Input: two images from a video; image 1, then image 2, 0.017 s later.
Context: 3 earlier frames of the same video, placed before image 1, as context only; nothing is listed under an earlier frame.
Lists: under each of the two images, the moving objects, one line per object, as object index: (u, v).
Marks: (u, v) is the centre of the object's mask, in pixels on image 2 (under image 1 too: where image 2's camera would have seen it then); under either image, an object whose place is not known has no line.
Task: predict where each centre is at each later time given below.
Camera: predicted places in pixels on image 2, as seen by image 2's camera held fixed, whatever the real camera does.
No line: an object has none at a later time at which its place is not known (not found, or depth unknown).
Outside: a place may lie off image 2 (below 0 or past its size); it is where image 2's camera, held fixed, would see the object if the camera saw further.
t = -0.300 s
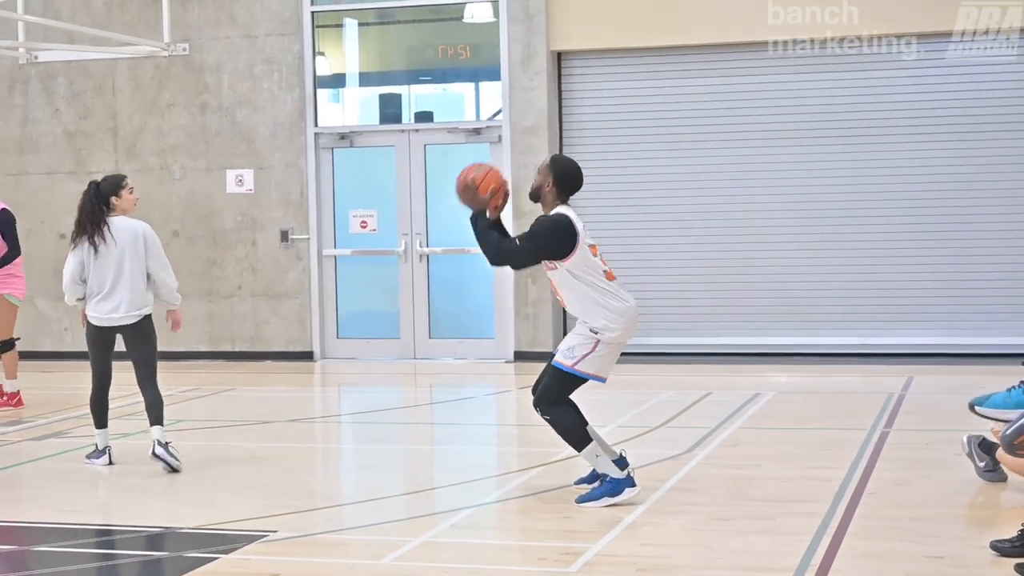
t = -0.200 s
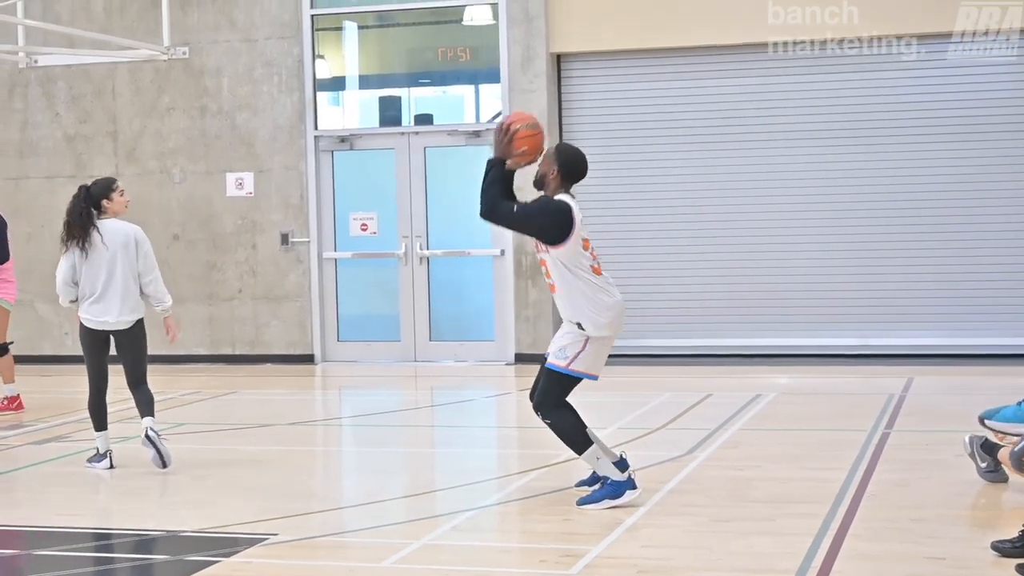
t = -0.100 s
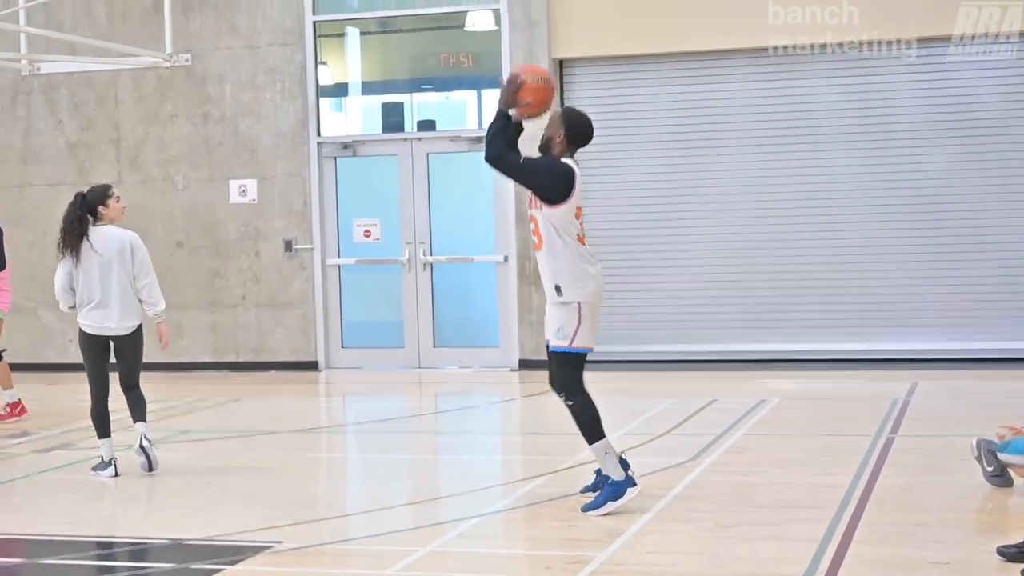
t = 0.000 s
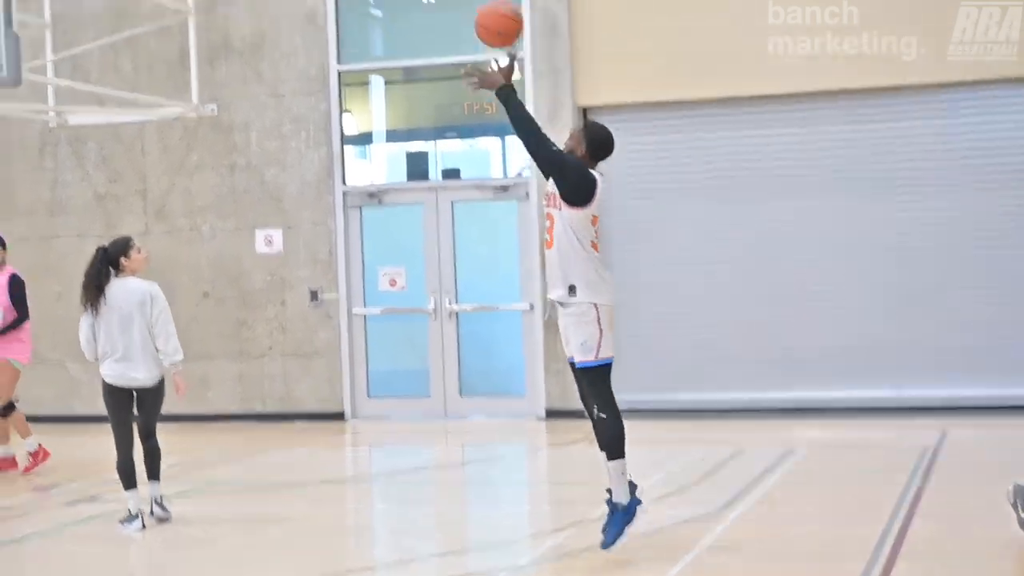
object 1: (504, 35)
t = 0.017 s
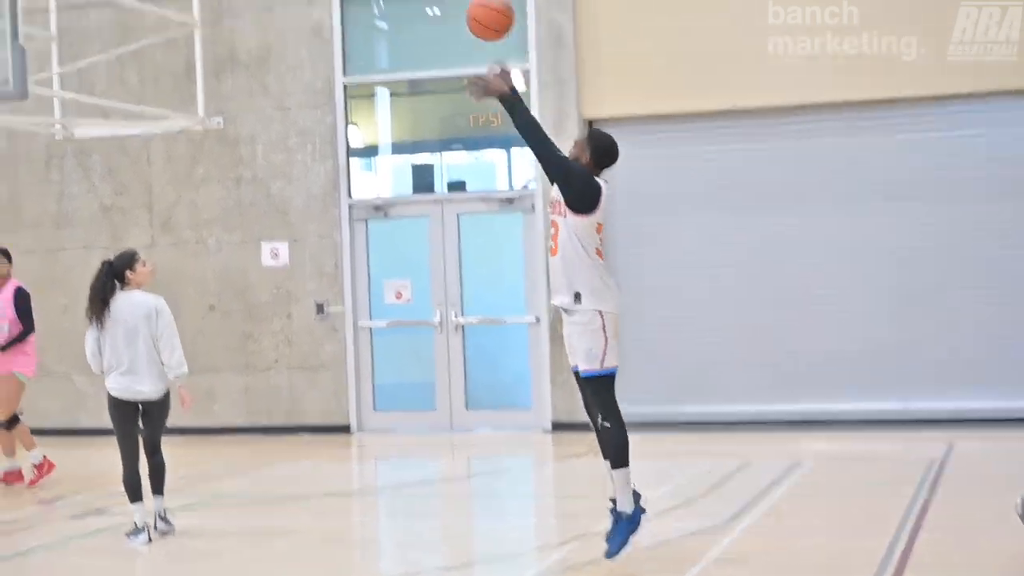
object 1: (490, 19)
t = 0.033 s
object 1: (476, 3)
